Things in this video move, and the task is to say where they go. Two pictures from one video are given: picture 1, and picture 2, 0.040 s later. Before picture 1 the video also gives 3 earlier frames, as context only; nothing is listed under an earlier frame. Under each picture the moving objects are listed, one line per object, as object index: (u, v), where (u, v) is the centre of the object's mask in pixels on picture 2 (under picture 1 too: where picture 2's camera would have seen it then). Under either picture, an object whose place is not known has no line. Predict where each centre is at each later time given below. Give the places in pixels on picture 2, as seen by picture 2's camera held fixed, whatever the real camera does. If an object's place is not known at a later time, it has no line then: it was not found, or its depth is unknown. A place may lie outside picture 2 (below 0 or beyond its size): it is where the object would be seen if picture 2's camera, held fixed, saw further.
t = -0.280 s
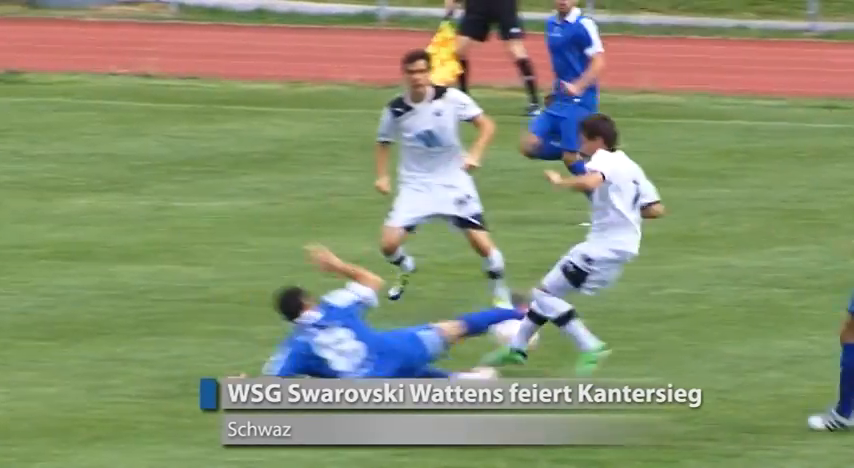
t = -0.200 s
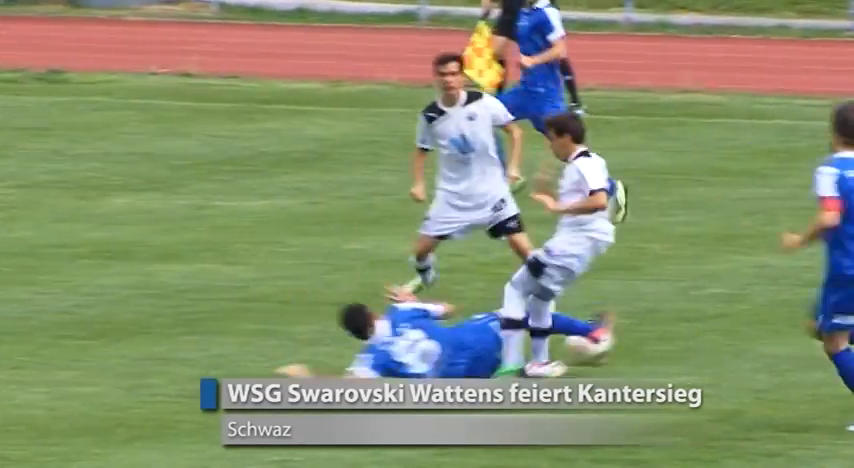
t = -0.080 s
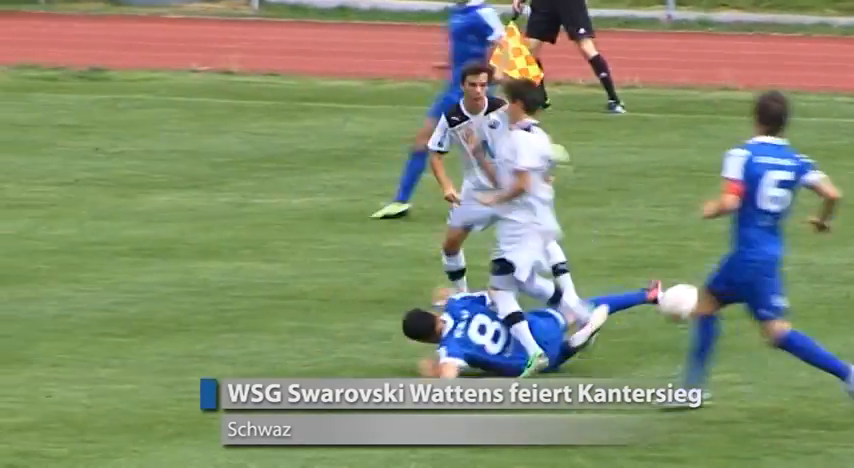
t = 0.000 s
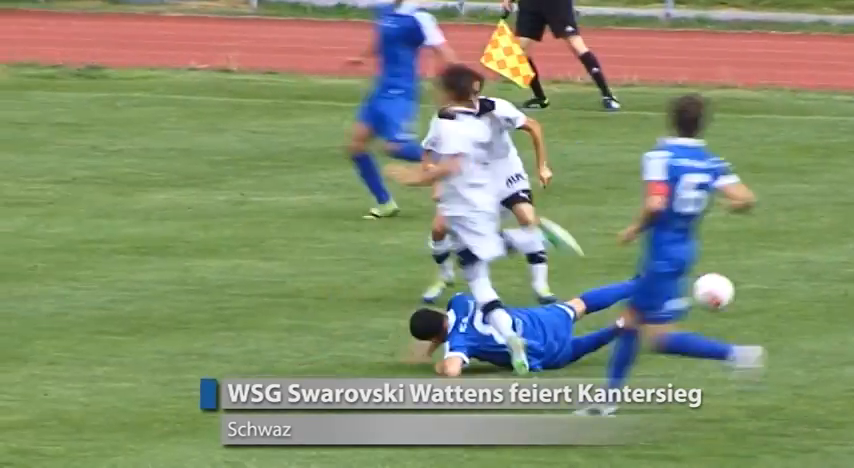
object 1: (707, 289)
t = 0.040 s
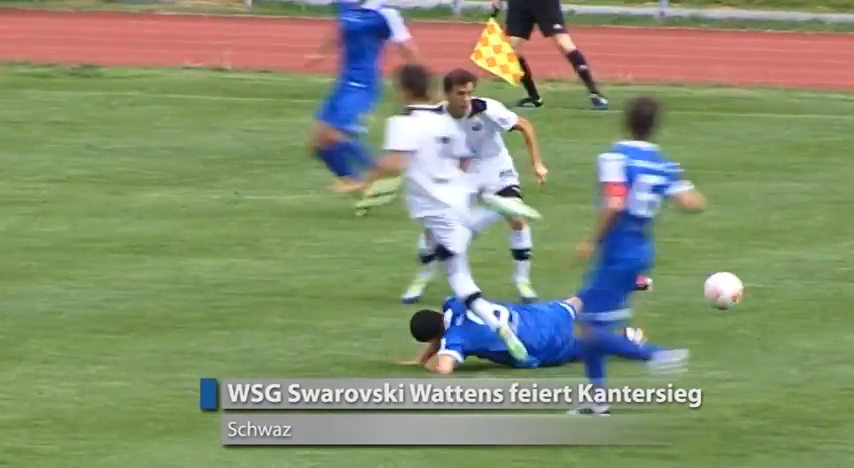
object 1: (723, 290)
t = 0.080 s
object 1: (740, 292)
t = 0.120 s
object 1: (755, 297)
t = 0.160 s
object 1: (770, 306)
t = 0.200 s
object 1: (786, 305)
